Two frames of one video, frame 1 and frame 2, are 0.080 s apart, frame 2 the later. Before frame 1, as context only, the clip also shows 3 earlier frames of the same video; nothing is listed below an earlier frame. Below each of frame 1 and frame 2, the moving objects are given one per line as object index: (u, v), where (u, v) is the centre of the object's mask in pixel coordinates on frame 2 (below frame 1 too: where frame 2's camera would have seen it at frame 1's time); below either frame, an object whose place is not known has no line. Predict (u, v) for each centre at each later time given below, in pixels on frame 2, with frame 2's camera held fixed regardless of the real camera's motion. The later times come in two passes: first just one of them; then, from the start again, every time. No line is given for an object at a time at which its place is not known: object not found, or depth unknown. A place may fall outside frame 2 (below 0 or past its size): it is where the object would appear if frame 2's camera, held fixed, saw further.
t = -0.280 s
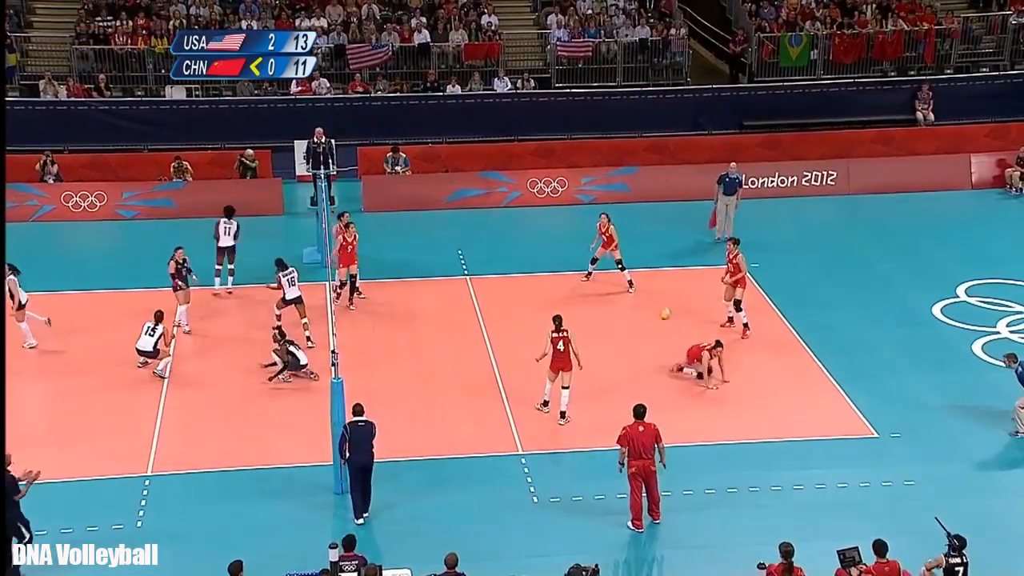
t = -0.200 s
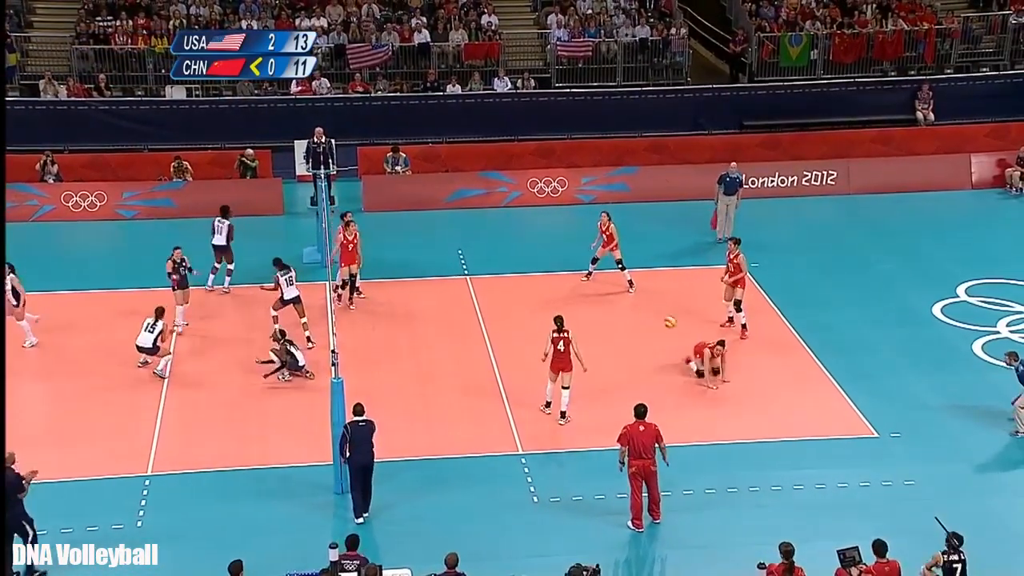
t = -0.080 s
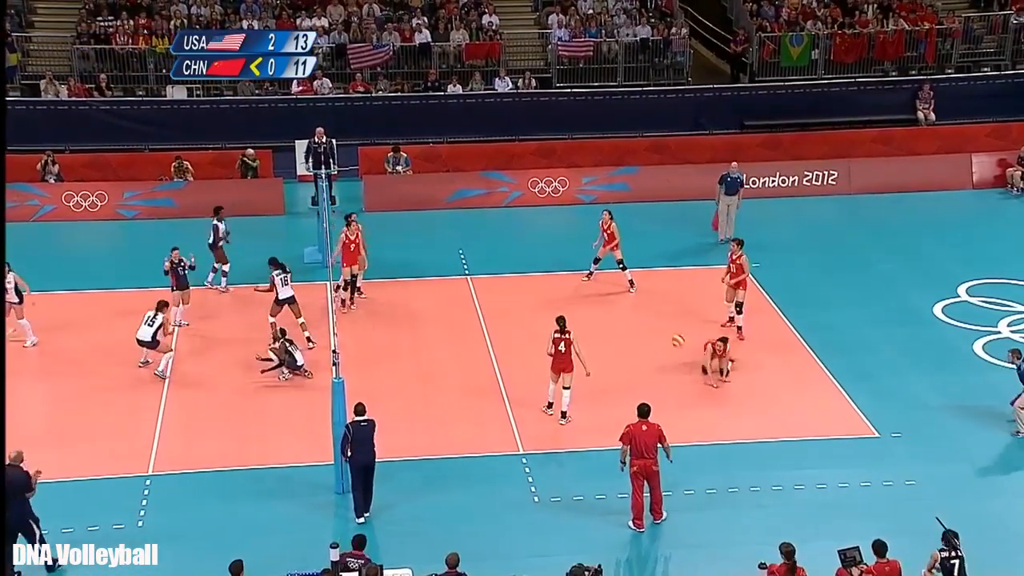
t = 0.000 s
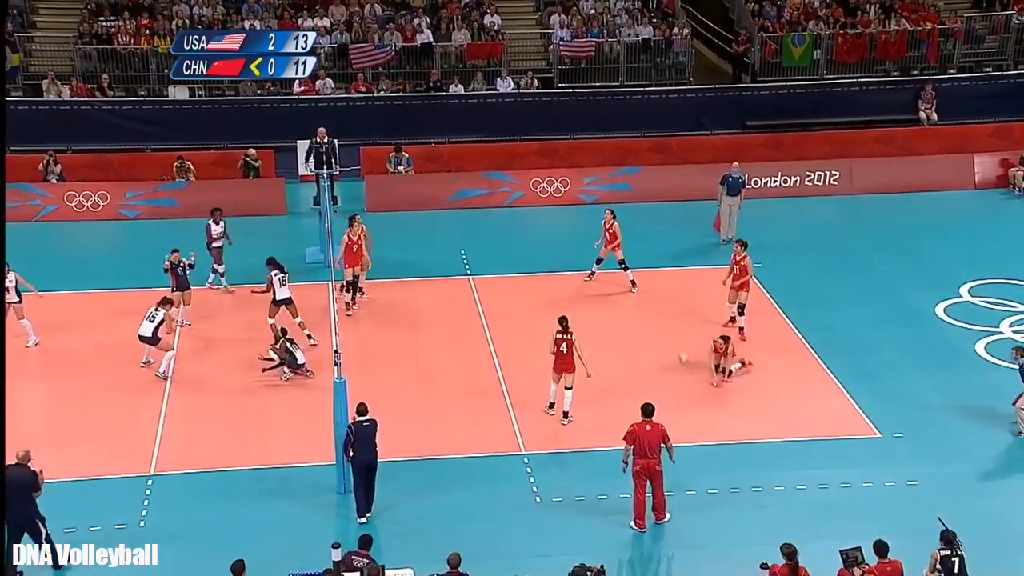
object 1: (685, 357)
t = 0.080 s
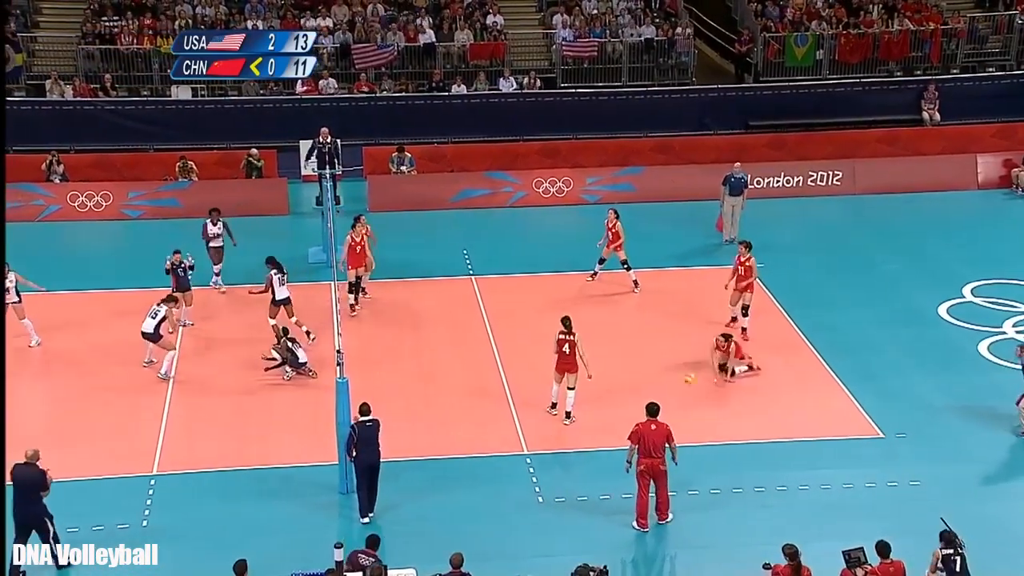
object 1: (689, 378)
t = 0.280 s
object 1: (697, 445)
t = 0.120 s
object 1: (691, 390)
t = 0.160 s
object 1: (693, 403)
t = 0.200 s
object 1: (694, 416)
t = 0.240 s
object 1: (696, 430)
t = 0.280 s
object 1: (697, 445)
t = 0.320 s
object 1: (700, 453)
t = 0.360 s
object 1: (709, 448)
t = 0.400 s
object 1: (719, 444)
